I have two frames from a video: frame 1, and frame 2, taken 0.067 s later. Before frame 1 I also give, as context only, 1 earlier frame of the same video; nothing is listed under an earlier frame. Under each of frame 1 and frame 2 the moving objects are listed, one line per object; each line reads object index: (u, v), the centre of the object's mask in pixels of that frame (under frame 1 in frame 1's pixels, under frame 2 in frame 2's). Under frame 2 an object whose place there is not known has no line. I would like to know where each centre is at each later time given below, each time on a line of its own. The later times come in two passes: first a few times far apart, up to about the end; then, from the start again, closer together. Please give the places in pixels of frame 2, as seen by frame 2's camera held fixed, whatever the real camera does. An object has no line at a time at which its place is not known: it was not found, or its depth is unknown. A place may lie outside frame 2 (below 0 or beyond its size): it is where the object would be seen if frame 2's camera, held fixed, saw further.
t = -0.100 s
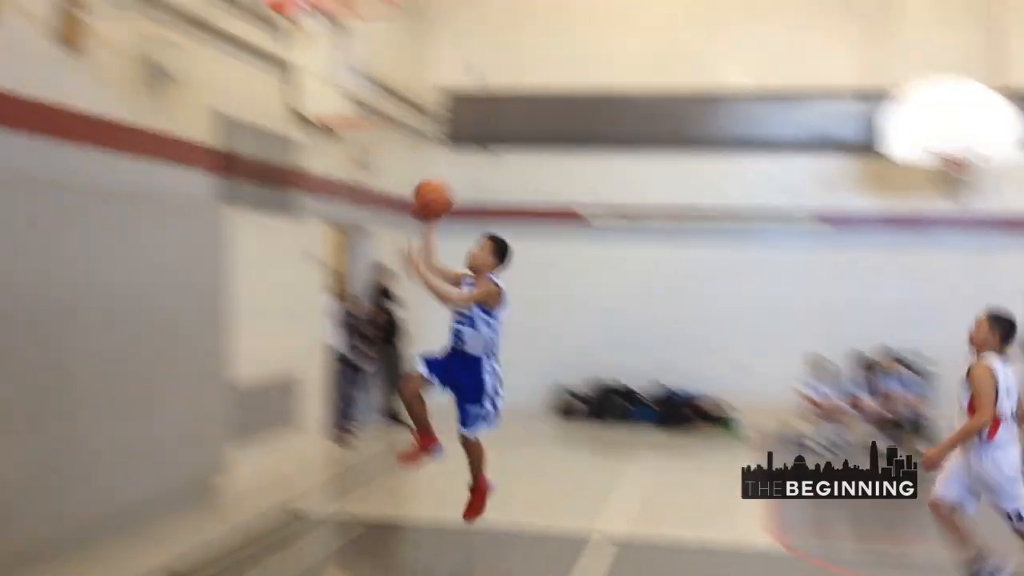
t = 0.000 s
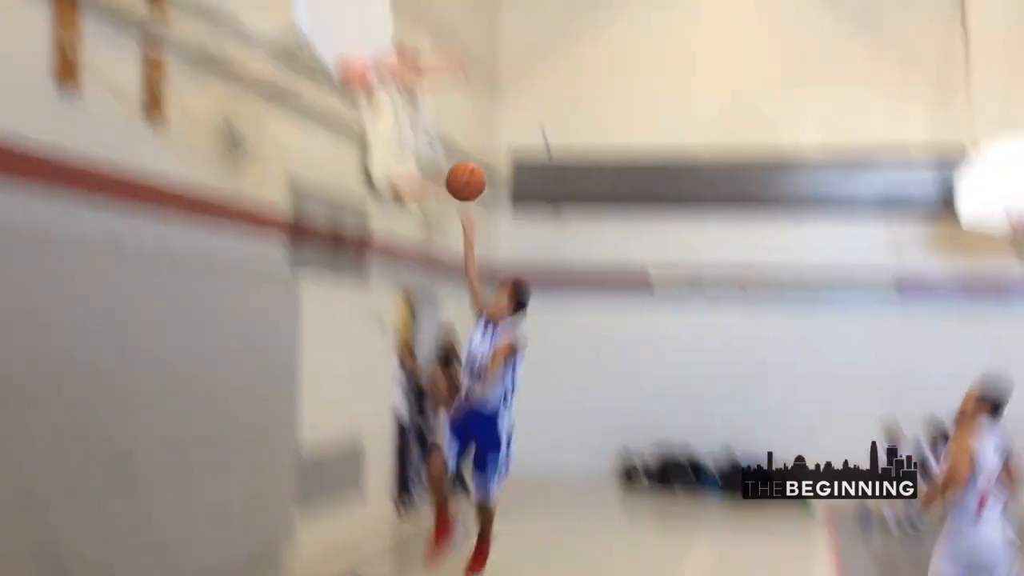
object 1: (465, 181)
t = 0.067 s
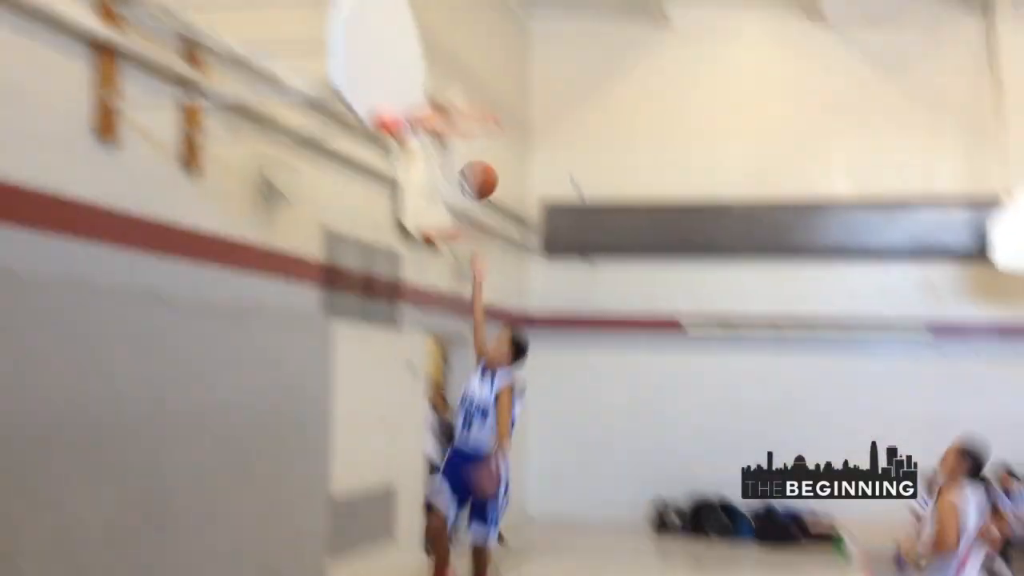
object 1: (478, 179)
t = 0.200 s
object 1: (439, 104)
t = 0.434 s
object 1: (449, 54)
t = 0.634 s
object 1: (485, 90)
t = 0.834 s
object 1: (466, 109)
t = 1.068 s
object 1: (438, 182)
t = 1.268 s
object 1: (427, 283)
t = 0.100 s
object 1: (469, 158)
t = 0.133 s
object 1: (458, 138)
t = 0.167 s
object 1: (449, 119)
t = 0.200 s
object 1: (439, 104)
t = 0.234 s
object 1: (430, 89)
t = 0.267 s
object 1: (420, 77)
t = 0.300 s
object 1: (426, 67)
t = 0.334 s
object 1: (433, 61)
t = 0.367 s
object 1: (437, 57)
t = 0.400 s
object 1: (443, 54)
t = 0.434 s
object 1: (449, 54)
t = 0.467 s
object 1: (454, 55)
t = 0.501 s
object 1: (461, 58)
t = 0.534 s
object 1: (468, 63)
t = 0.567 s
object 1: (473, 70)
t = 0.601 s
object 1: (479, 79)
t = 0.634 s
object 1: (485, 90)
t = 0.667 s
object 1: (487, 97)
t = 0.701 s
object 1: (482, 97)
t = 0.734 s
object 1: (479, 94)
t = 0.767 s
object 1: (475, 96)
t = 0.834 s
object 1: (466, 109)
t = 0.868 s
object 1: (461, 118)
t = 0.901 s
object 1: (456, 130)
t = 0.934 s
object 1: (452, 139)
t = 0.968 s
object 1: (448, 152)
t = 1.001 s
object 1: (443, 165)
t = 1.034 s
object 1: (440, 174)
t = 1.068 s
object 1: (438, 182)
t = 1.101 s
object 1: (437, 195)
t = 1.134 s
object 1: (436, 207)
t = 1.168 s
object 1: (433, 224)
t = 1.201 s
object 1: (431, 240)
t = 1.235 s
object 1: (429, 259)
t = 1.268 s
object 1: (427, 283)
